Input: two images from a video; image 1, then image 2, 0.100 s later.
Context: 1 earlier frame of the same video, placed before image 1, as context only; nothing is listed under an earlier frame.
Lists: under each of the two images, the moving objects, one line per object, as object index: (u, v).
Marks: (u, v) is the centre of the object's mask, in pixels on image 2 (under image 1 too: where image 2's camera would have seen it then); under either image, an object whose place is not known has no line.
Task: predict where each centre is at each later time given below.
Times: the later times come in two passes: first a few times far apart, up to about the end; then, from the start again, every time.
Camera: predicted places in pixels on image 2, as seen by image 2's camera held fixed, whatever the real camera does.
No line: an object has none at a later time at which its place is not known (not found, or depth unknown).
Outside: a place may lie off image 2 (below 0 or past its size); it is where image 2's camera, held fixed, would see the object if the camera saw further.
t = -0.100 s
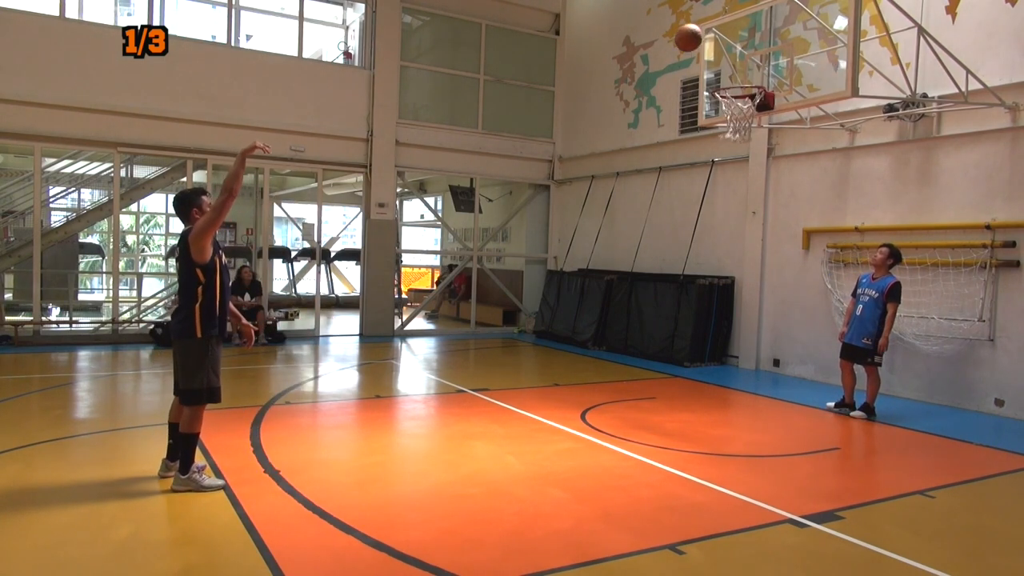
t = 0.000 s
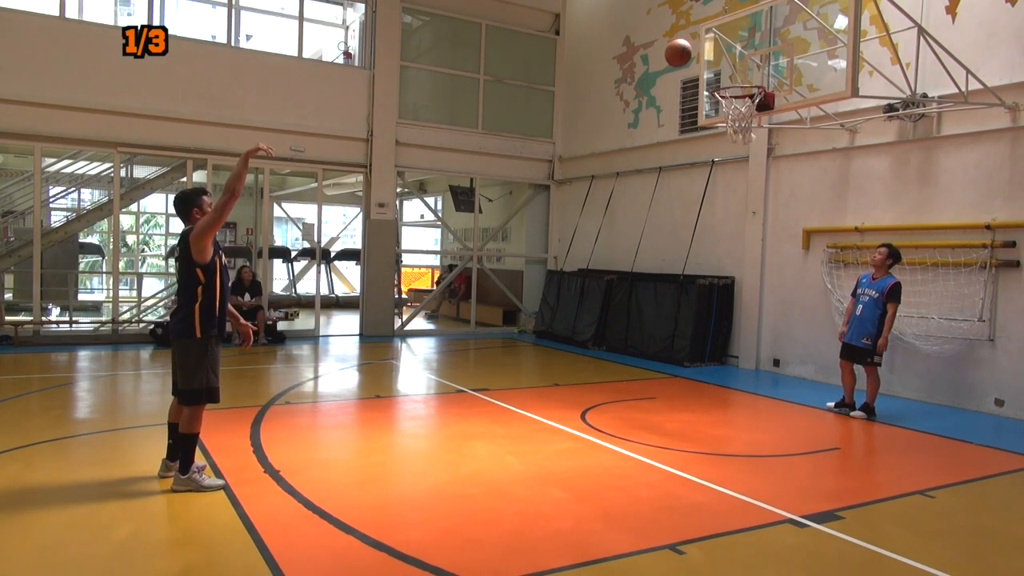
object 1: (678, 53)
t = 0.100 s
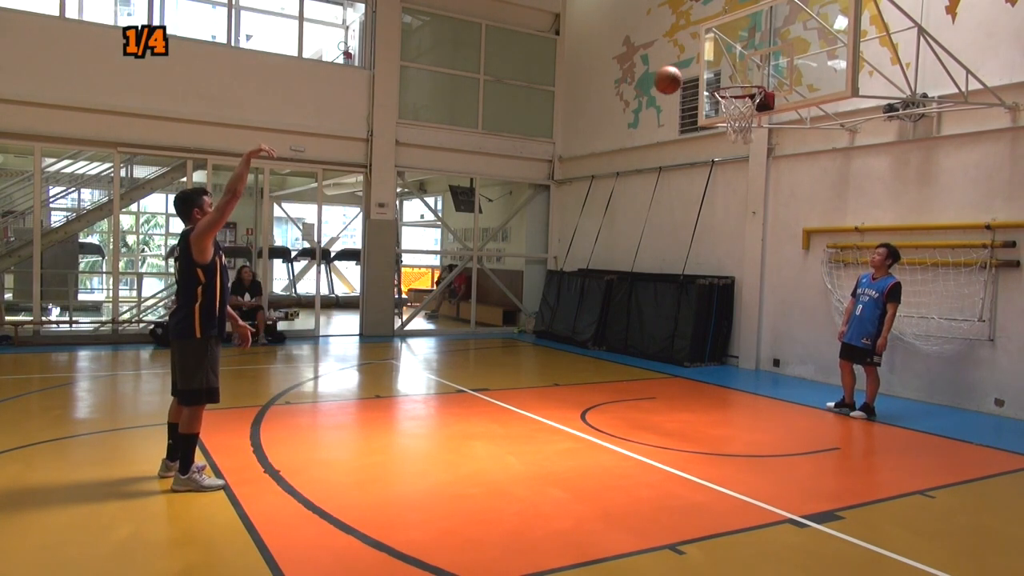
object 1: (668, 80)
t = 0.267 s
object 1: (649, 150)
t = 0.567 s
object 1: (614, 360)
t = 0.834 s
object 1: (575, 305)
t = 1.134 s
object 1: (522, 209)
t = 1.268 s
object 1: (496, 199)
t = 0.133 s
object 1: (664, 91)
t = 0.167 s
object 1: (661, 104)
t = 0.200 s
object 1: (657, 118)
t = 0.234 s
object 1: (653, 134)
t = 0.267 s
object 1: (649, 150)
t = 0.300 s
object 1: (645, 168)
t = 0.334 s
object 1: (641, 188)
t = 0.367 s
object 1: (638, 208)
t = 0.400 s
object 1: (634, 230)
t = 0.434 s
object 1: (630, 253)
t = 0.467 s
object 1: (626, 279)
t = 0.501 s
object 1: (622, 305)
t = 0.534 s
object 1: (618, 332)
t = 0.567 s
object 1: (614, 360)
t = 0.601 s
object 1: (611, 389)
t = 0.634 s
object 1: (606, 419)
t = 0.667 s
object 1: (602, 397)
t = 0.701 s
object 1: (597, 376)
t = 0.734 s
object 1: (592, 357)
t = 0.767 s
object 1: (586, 339)
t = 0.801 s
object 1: (581, 322)
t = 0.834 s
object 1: (575, 305)
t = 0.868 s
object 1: (570, 290)
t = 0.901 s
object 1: (564, 276)
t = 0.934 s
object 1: (559, 263)
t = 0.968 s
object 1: (552, 250)
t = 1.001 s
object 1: (546, 240)
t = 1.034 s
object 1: (541, 230)
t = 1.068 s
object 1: (534, 222)
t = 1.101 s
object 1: (528, 215)
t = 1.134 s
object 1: (522, 209)
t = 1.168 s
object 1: (516, 205)
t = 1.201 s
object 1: (509, 202)
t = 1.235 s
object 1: (502, 200)
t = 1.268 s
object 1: (496, 199)
